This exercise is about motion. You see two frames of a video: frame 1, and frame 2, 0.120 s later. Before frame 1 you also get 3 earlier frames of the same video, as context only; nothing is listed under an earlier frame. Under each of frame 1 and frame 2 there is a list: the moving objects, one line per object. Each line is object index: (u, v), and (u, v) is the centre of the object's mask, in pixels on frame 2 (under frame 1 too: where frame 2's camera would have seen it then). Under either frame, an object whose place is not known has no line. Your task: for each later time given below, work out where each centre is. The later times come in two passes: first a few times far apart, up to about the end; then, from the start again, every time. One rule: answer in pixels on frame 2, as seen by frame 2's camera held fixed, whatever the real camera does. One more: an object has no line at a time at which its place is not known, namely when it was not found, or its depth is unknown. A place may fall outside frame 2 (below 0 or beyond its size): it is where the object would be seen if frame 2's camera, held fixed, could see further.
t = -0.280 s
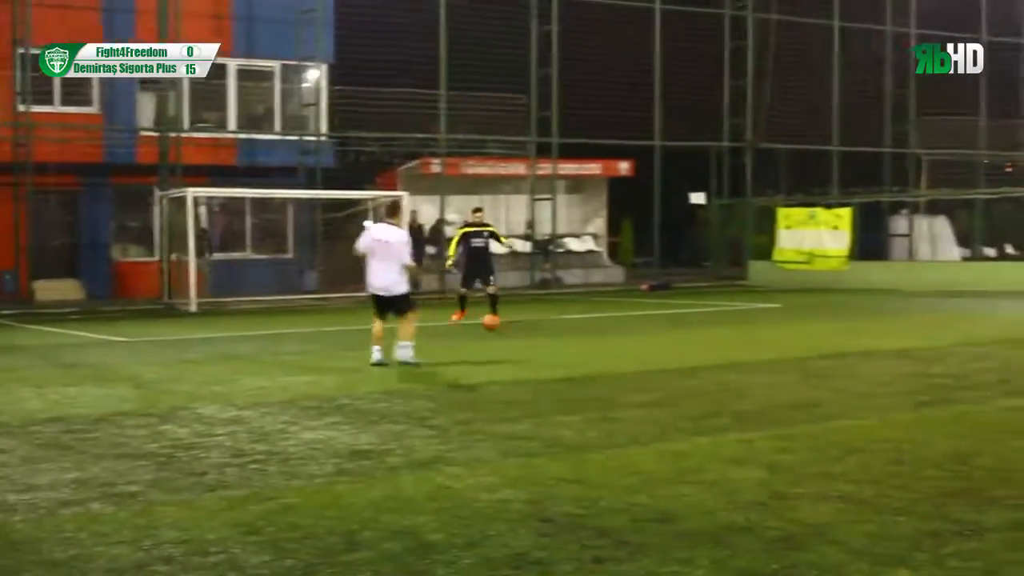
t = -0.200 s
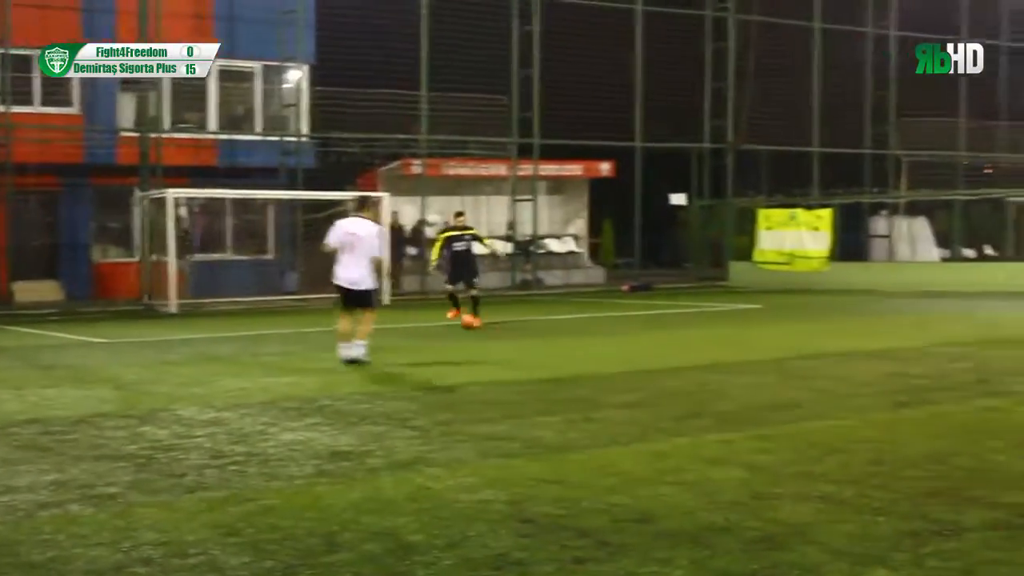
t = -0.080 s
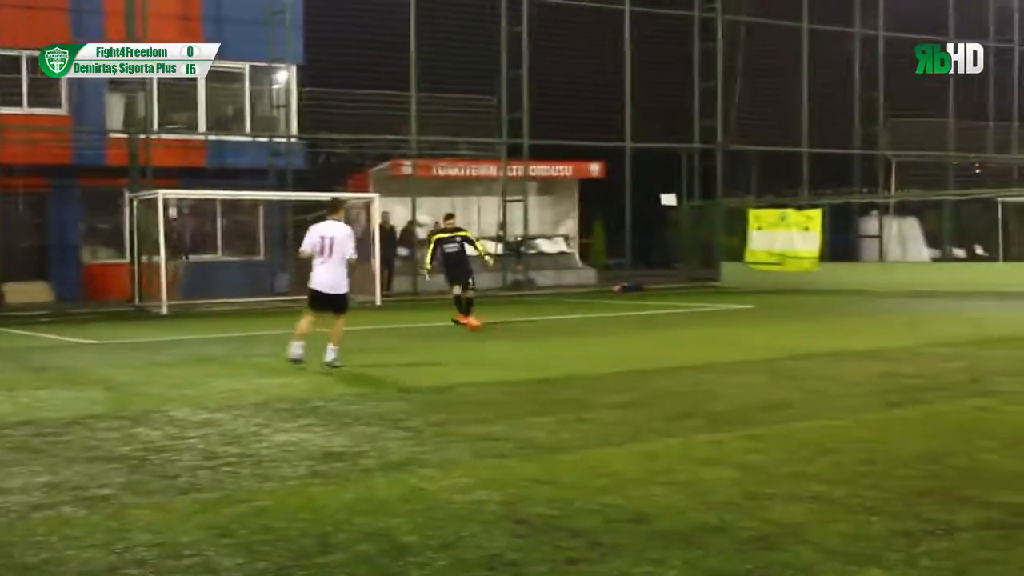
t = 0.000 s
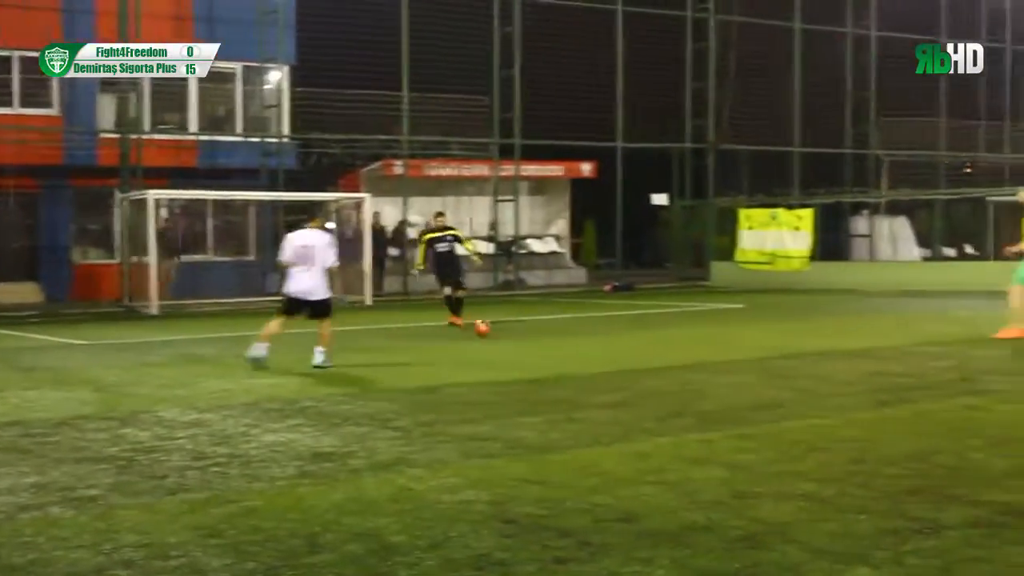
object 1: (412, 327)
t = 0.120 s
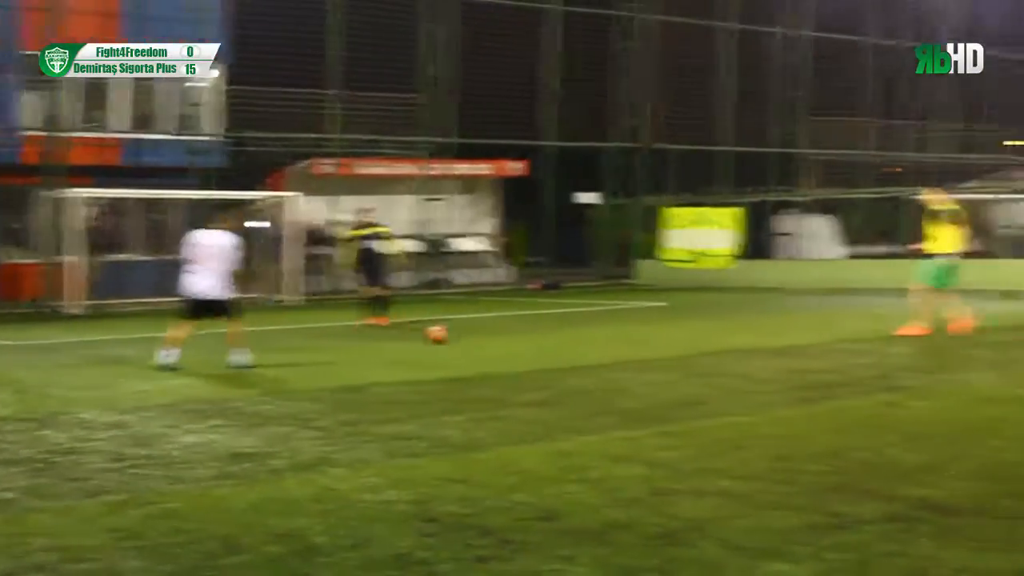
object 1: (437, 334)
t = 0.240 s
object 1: (471, 342)
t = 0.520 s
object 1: (551, 357)
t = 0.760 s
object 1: (639, 377)
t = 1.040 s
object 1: (753, 399)
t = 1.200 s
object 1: (833, 415)
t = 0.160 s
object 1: (448, 336)
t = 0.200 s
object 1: (459, 339)
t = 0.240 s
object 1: (471, 342)
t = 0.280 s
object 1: (481, 344)
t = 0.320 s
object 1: (493, 346)
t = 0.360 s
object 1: (503, 350)
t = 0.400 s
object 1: (515, 351)
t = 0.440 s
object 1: (528, 351)
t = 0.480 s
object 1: (537, 353)
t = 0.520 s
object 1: (551, 357)
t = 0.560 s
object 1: (567, 363)
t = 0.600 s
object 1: (582, 366)
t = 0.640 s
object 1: (594, 365)
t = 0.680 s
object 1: (609, 368)
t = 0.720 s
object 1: (624, 373)
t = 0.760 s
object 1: (639, 377)
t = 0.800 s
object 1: (654, 378)
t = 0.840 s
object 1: (668, 380)
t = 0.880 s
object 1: (684, 385)
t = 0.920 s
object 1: (700, 390)
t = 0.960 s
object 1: (717, 390)
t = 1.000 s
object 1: (734, 394)
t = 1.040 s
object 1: (753, 399)
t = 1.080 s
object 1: (771, 400)
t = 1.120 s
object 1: (792, 403)
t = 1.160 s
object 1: (811, 410)
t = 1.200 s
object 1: (833, 415)
